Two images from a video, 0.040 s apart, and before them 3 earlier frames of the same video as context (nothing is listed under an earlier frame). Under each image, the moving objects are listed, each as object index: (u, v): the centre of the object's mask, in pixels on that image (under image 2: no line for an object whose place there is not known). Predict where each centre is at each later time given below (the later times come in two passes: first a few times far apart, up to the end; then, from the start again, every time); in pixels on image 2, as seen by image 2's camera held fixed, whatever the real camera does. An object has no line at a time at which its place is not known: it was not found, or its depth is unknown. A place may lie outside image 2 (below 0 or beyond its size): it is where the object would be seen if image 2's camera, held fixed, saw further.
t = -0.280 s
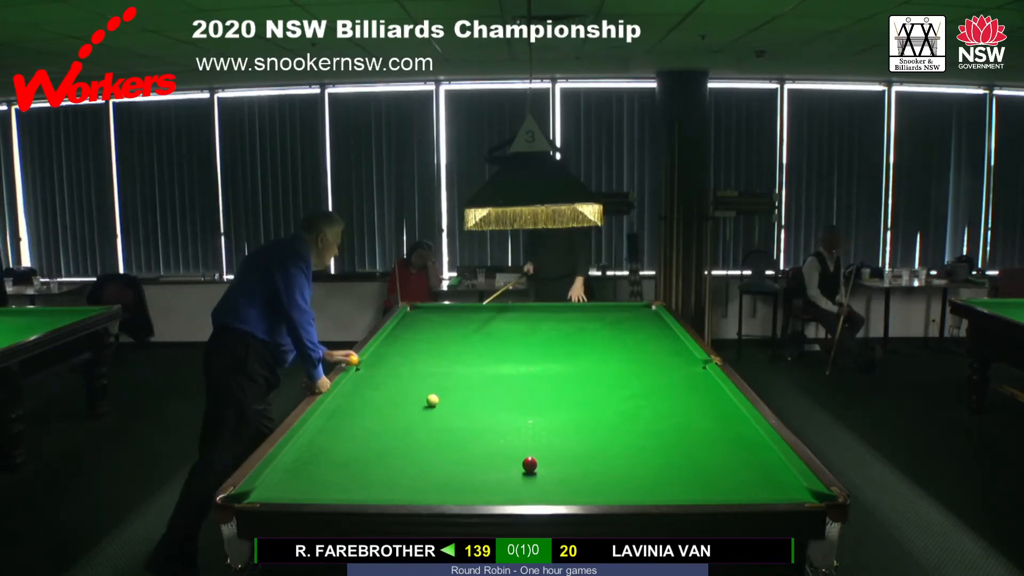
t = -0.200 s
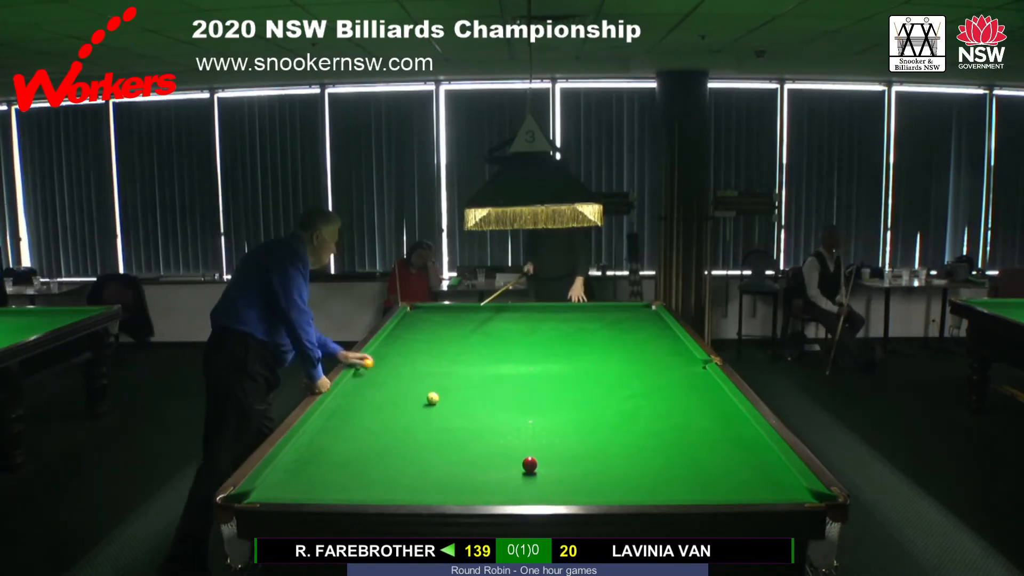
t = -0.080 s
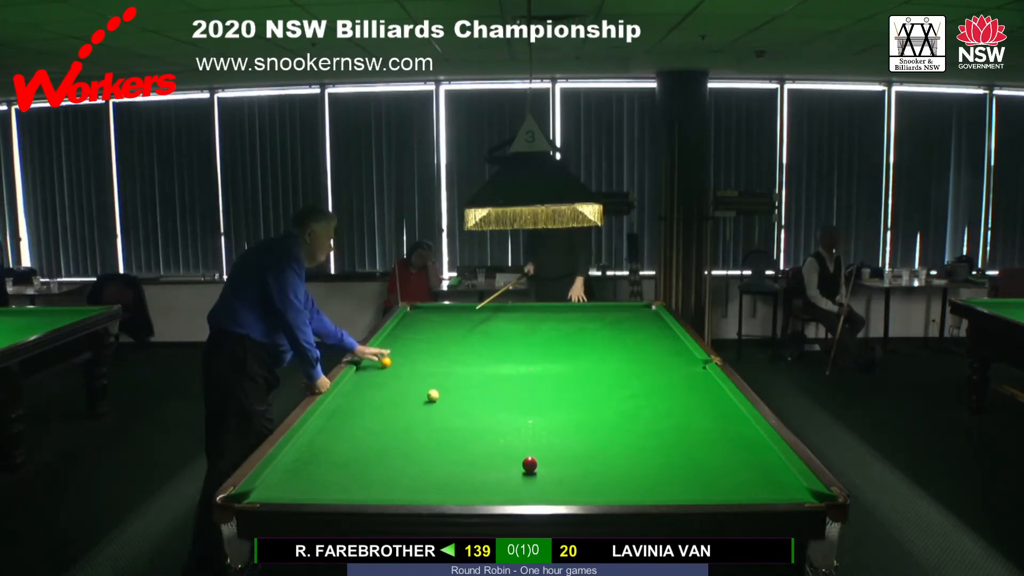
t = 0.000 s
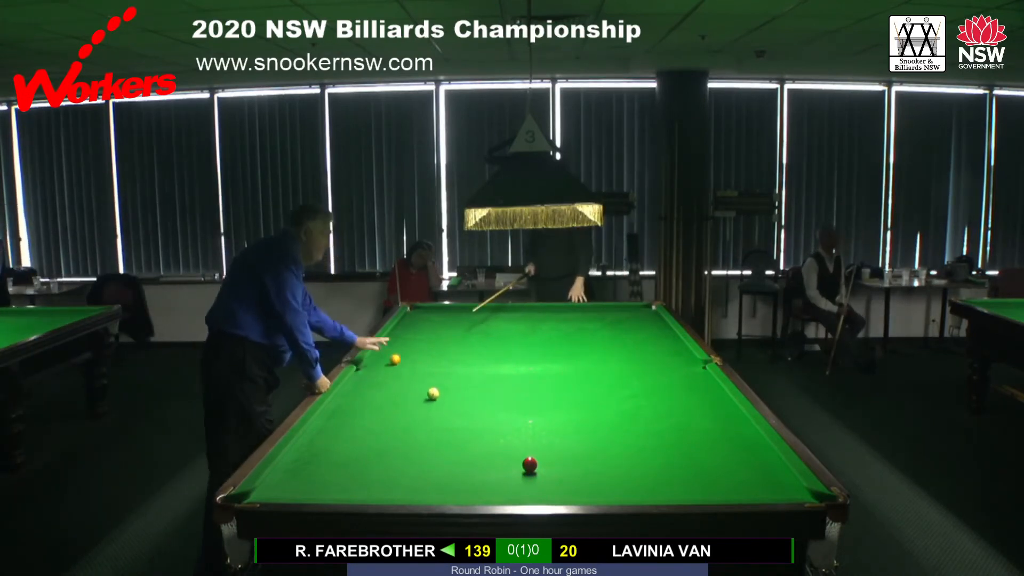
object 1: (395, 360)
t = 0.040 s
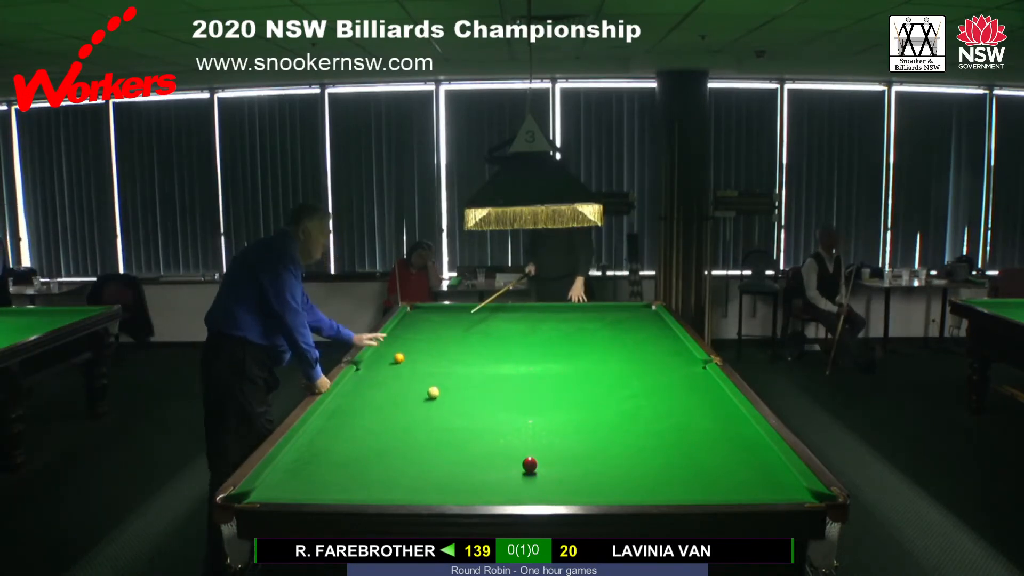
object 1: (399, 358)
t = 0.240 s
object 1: (416, 352)
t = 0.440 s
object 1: (432, 346)
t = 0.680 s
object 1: (449, 340)
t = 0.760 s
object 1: (454, 338)
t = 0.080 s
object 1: (402, 357)
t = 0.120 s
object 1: (405, 356)
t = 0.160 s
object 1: (409, 354)
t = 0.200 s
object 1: (412, 353)
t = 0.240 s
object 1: (416, 352)
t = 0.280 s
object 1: (419, 351)
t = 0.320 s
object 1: (422, 349)
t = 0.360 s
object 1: (425, 348)
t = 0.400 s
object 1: (428, 347)
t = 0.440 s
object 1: (432, 346)
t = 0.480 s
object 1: (435, 345)
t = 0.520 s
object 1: (437, 344)
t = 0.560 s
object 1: (440, 343)
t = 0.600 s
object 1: (443, 342)
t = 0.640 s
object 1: (446, 341)
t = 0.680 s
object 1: (449, 340)
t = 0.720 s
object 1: (451, 339)
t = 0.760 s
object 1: (454, 338)
